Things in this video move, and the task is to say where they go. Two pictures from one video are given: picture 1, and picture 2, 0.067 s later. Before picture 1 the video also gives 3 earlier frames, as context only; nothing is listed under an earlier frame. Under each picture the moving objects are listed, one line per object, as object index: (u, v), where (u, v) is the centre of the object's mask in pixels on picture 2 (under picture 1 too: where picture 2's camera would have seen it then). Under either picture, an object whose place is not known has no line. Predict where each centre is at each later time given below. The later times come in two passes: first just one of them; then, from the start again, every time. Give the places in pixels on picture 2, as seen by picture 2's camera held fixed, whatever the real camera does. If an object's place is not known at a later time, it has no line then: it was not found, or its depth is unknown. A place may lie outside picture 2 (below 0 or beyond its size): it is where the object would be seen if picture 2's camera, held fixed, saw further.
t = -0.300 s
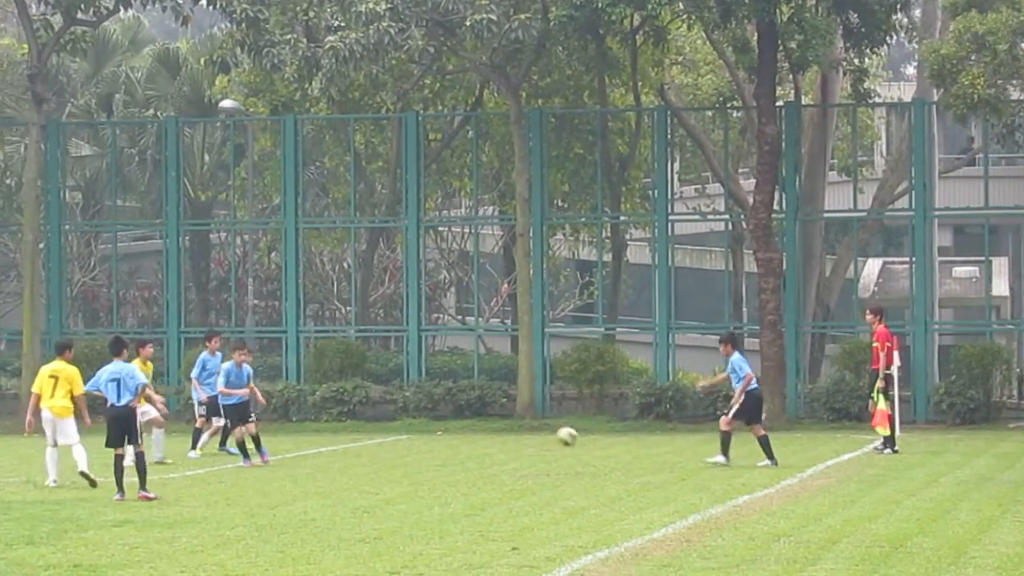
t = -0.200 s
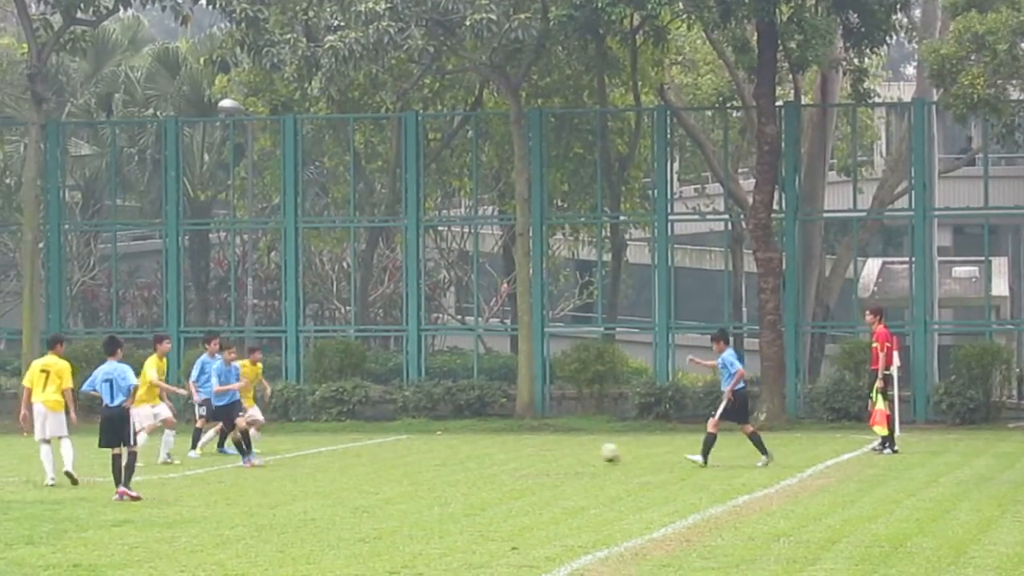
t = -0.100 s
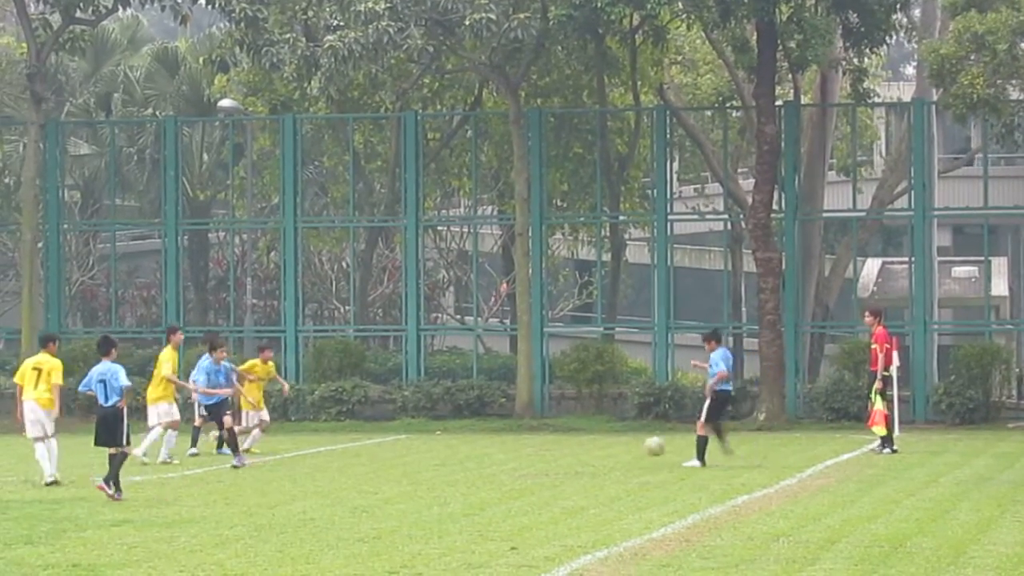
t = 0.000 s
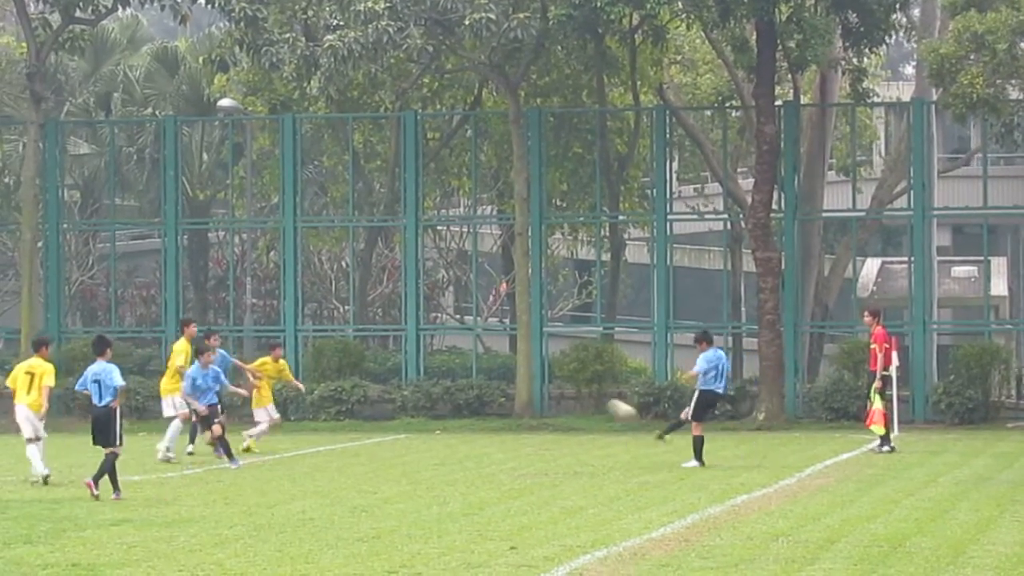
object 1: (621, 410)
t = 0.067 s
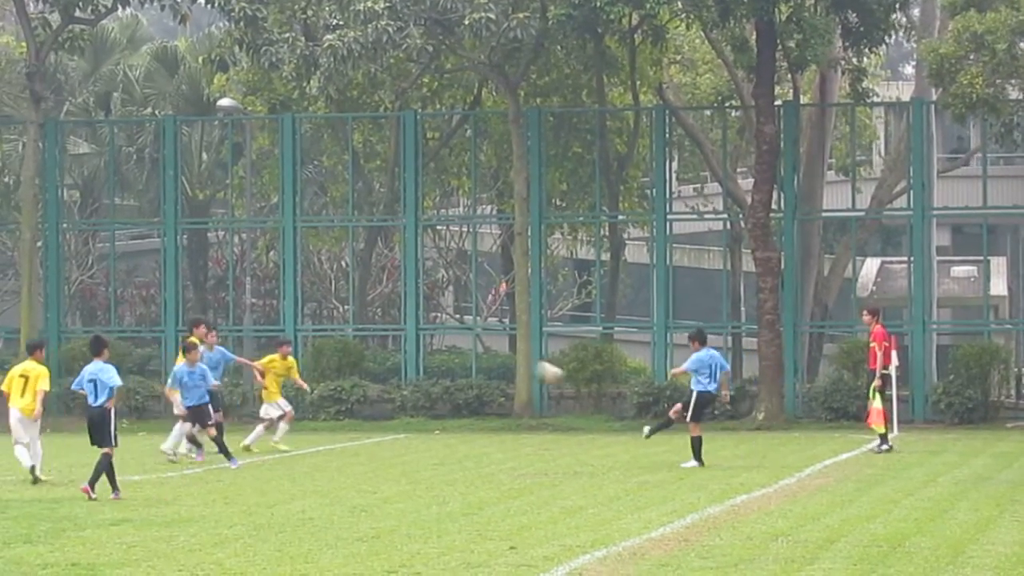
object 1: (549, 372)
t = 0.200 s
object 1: (412, 306)
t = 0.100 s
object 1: (513, 353)
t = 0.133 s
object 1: (479, 337)
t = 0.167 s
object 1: (445, 321)
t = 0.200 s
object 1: (412, 306)
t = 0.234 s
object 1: (380, 296)
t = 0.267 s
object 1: (348, 281)
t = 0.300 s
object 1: (316, 270)
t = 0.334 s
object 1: (291, 256)
